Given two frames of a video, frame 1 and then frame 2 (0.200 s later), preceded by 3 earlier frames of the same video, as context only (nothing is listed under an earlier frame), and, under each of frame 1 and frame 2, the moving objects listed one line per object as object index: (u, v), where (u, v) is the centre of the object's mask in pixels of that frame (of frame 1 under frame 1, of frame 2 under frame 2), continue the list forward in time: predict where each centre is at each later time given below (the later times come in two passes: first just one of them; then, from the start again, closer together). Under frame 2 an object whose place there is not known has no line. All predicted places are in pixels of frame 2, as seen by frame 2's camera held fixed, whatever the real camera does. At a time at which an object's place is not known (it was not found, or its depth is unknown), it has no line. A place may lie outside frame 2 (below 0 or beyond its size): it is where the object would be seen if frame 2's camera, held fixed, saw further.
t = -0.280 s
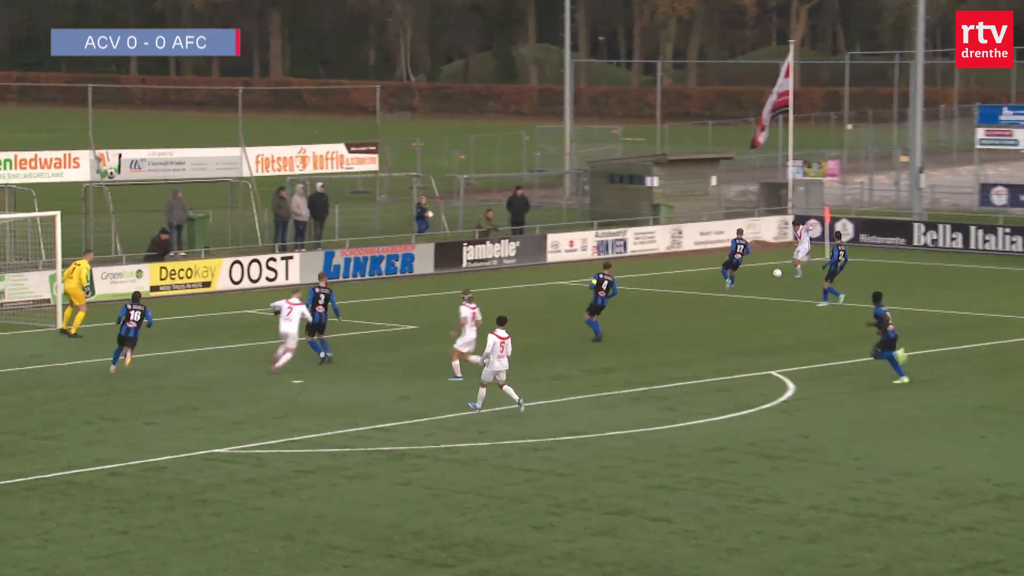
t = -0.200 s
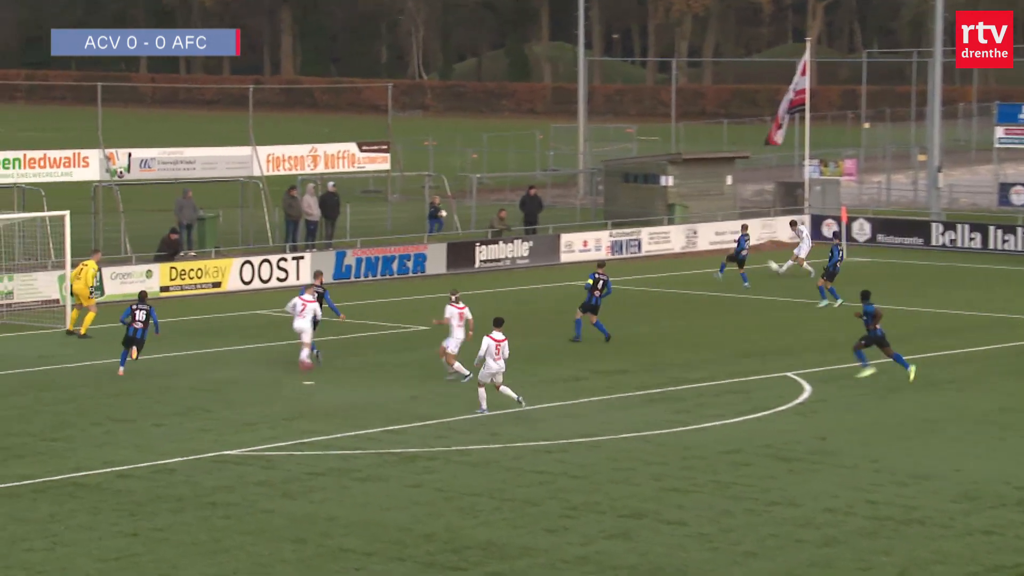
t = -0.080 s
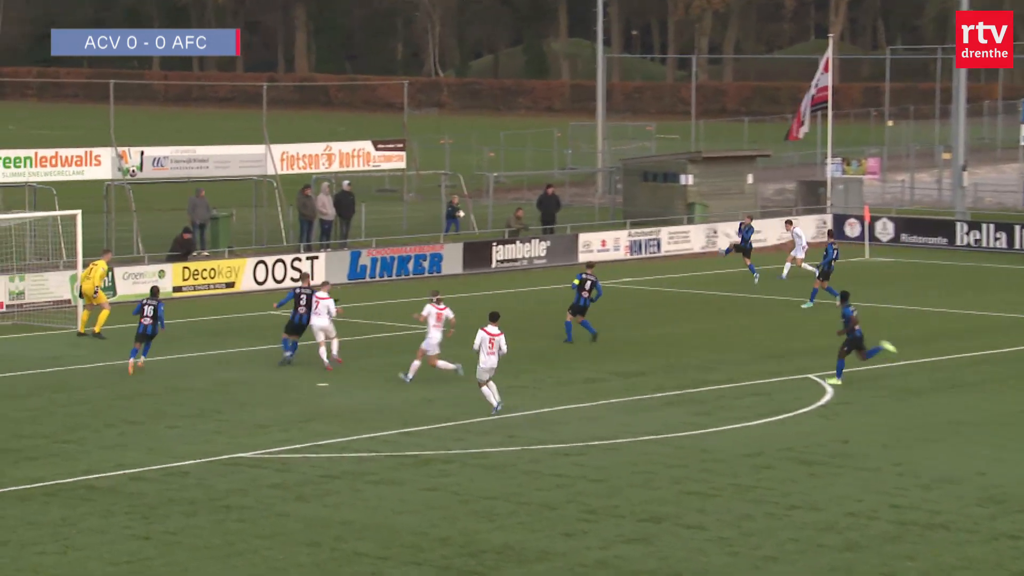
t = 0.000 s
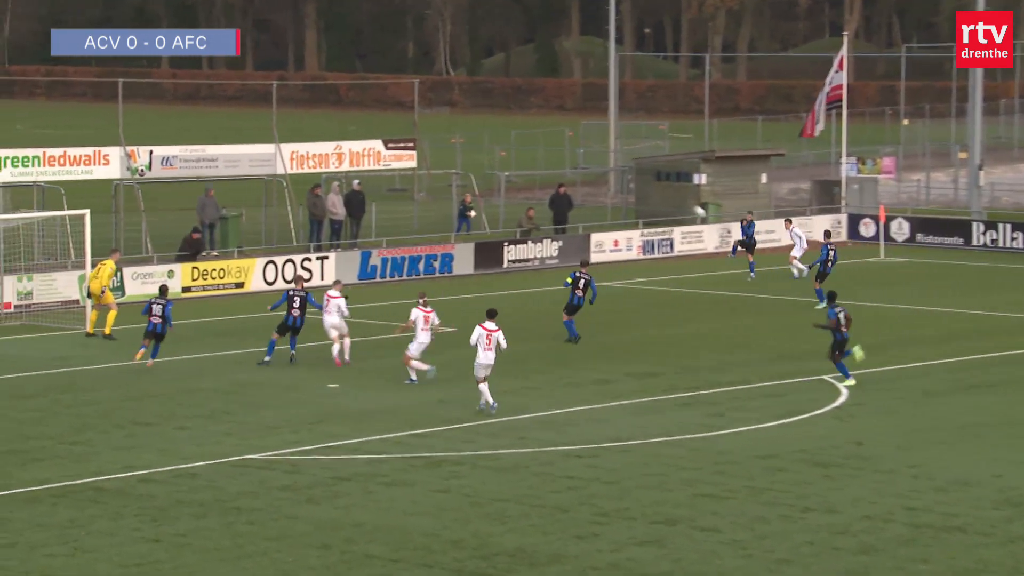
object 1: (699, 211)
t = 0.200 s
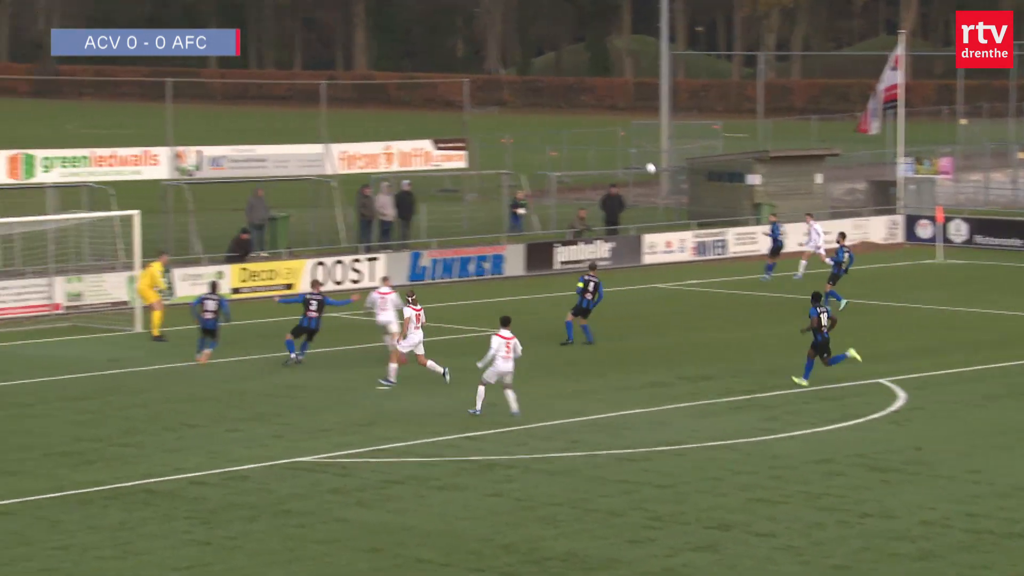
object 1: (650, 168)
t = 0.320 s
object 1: (598, 145)
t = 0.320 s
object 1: (598, 145)
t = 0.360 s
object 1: (580, 138)
